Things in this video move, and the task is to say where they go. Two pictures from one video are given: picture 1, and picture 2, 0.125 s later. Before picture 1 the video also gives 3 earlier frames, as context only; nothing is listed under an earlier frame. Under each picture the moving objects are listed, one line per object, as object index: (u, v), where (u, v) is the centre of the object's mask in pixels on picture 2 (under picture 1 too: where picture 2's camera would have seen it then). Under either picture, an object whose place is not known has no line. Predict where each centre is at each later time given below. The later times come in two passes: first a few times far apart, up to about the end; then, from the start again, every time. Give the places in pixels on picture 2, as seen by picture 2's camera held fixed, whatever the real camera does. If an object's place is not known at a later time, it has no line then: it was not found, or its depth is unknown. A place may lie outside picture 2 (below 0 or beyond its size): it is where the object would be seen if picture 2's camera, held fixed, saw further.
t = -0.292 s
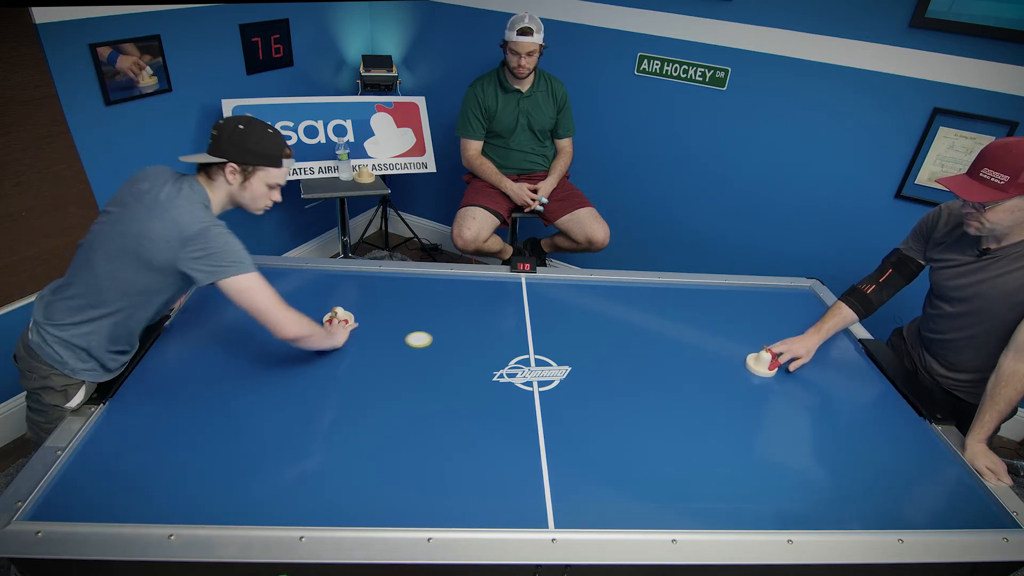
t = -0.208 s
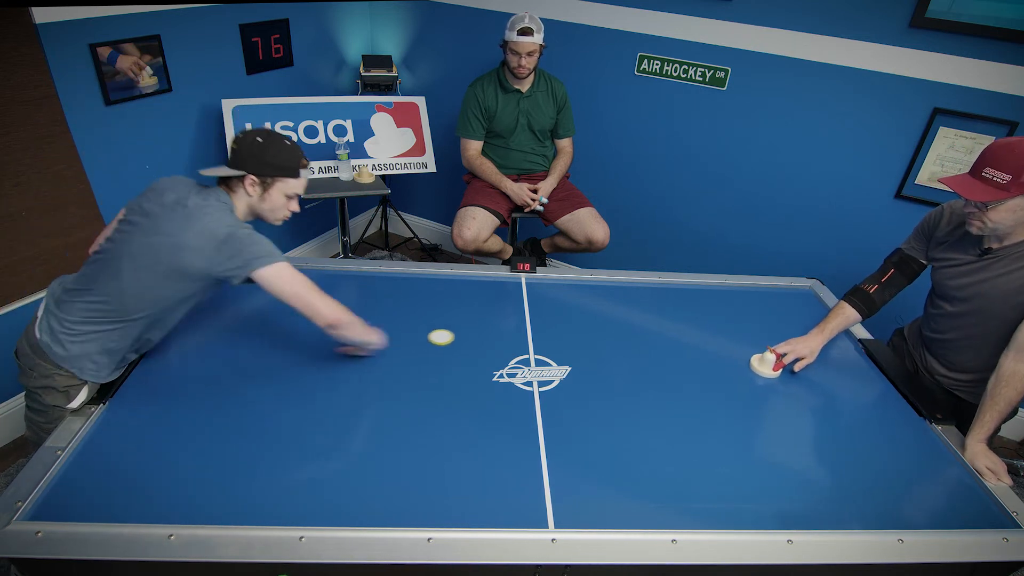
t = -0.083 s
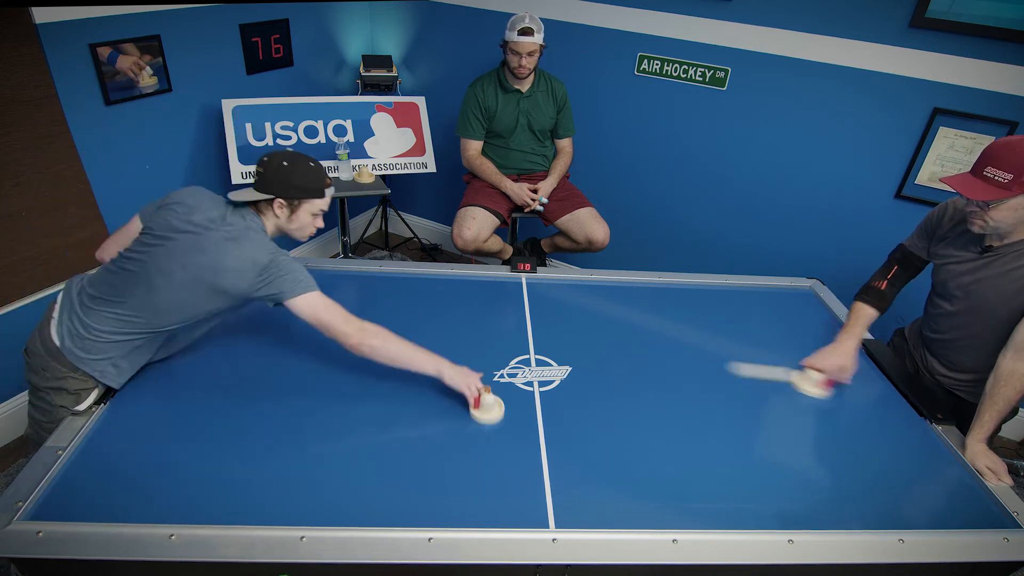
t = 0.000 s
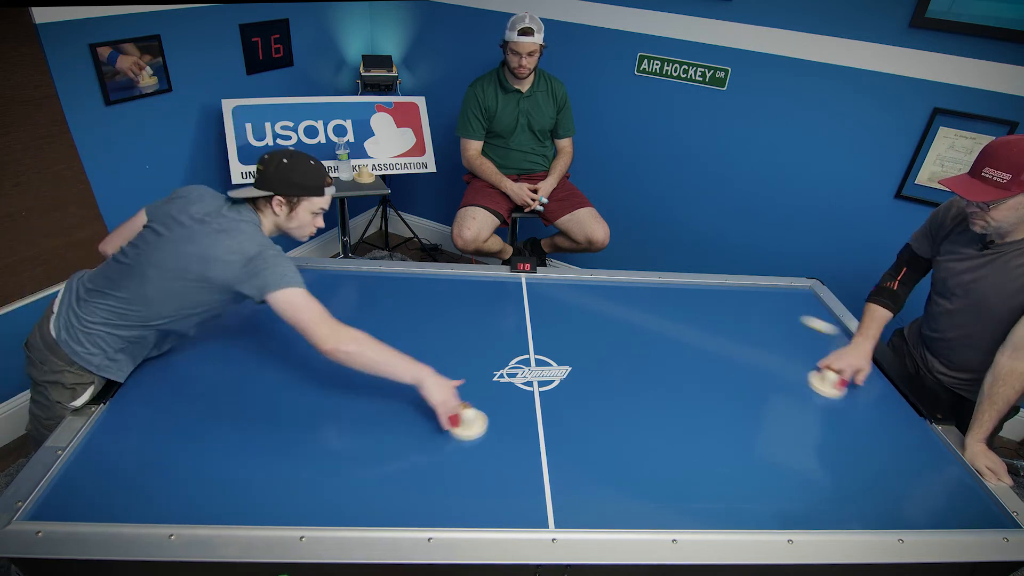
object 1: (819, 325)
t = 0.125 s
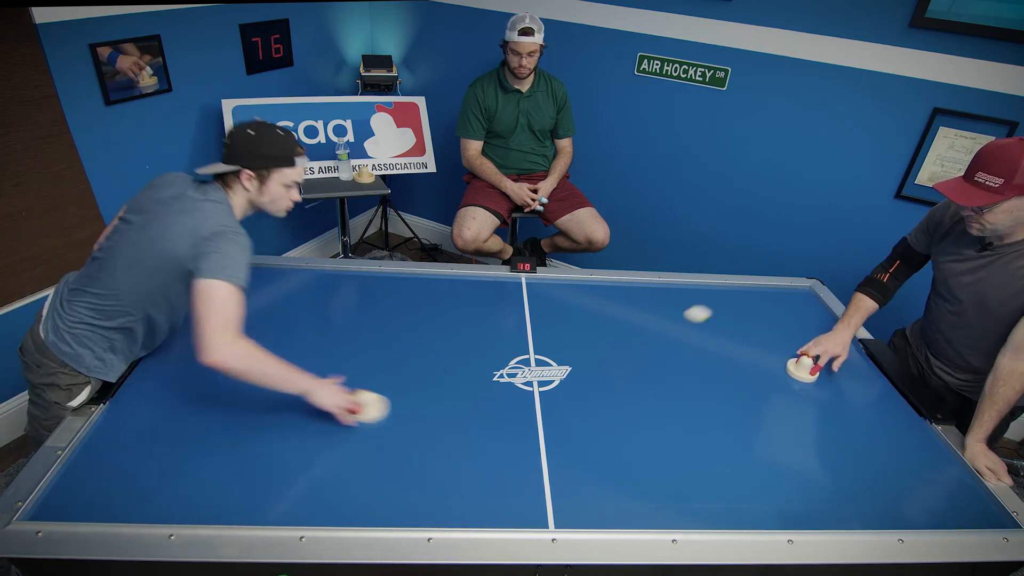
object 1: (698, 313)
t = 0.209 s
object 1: (637, 352)
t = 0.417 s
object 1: (401, 501)
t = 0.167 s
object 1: (669, 331)
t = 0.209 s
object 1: (637, 352)
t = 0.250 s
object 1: (602, 375)
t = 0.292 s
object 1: (561, 400)
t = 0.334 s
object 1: (516, 429)
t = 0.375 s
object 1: (462, 463)
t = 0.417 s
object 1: (401, 501)
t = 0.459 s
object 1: (348, 492)
